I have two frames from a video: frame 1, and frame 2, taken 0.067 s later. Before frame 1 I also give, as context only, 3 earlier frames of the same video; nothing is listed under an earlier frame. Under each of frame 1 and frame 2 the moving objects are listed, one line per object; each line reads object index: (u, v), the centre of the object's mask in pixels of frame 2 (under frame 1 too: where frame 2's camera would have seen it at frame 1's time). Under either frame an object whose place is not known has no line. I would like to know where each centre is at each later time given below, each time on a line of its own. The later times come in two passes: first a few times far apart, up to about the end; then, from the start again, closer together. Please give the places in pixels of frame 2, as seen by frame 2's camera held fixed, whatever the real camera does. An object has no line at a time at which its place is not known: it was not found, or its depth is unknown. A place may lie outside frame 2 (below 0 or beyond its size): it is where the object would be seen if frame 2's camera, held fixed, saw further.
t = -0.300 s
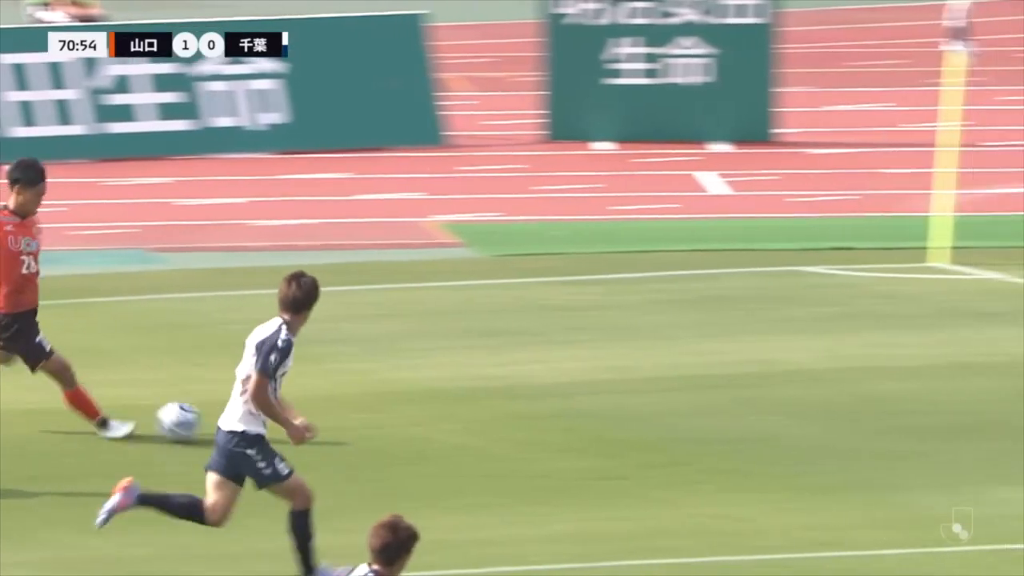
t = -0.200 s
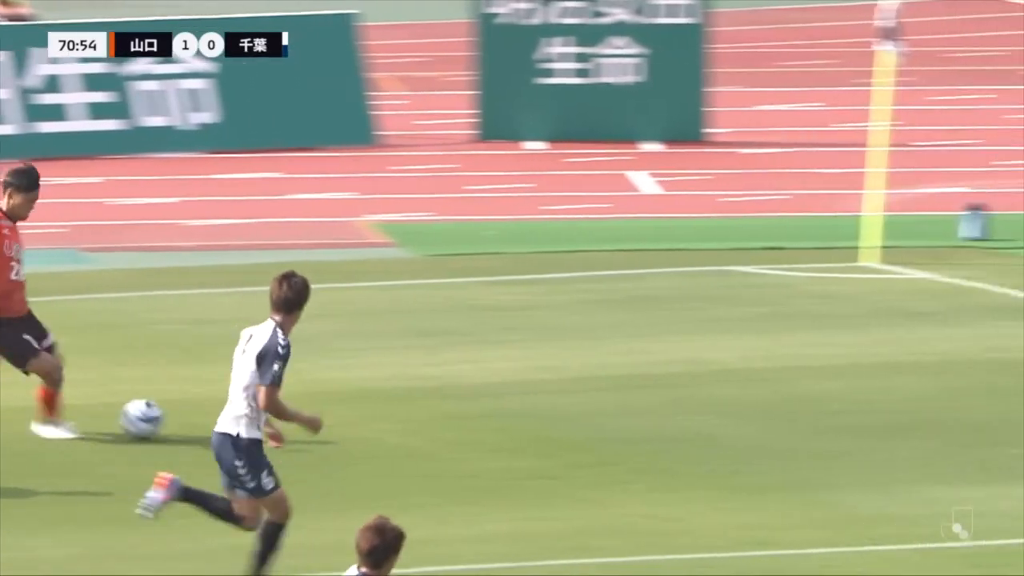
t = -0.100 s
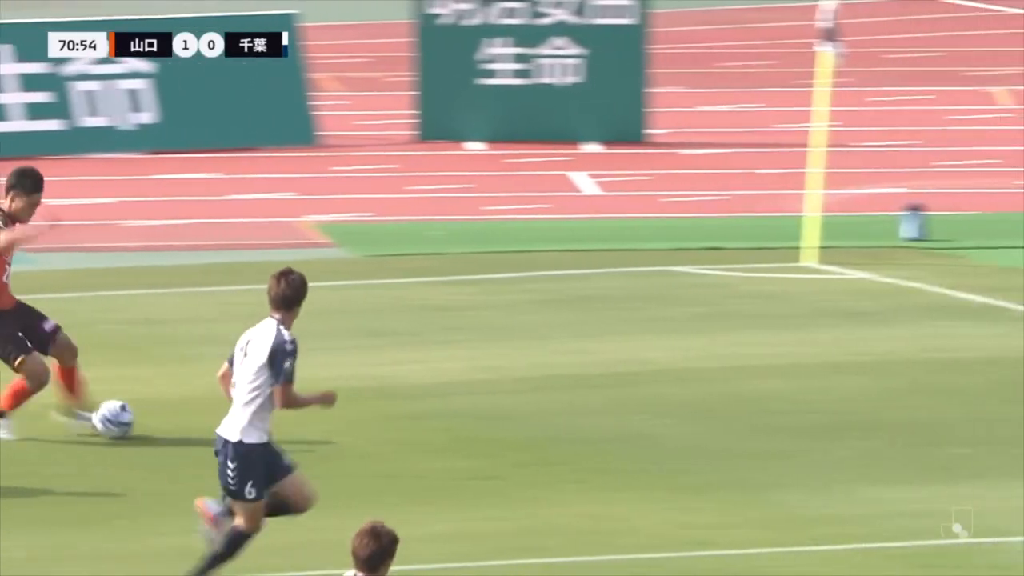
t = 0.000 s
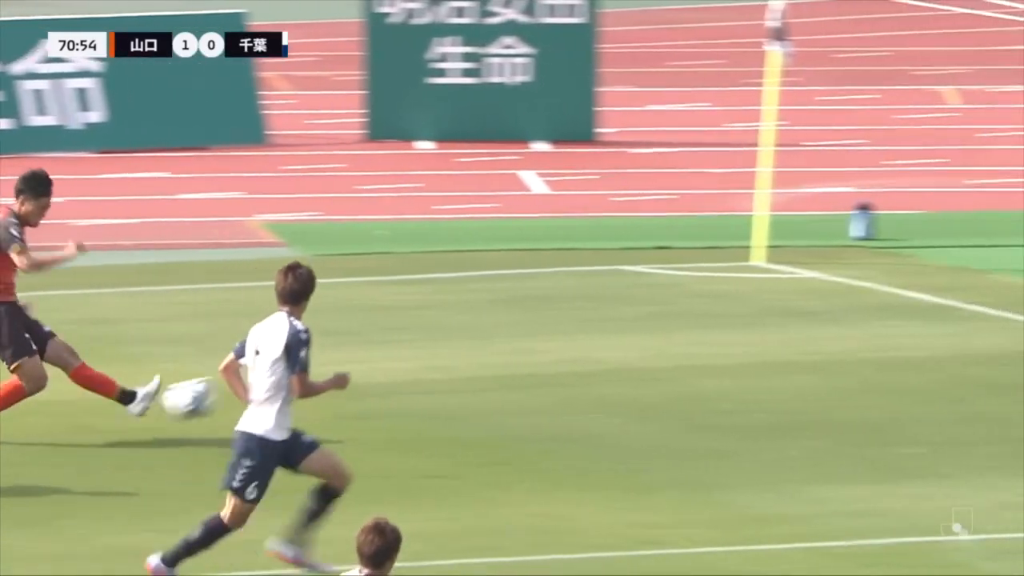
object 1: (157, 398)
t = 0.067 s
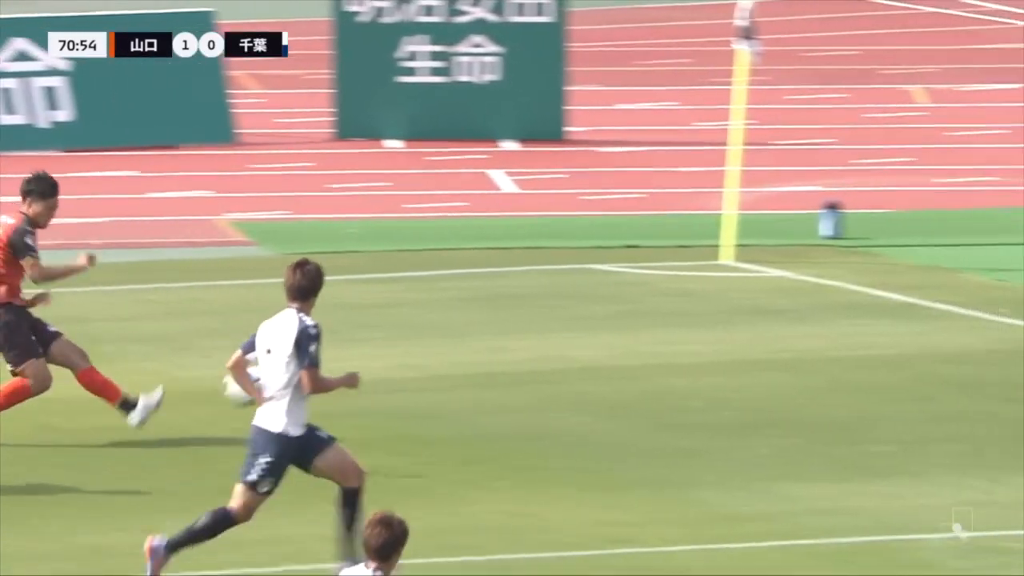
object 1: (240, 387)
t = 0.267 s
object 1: (517, 362)
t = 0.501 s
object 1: (811, 360)
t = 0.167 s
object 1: (397, 368)
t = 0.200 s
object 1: (431, 368)
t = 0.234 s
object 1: (471, 365)
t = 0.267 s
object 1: (517, 362)
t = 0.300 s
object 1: (559, 360)
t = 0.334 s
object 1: (603, 359)
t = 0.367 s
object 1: (645, 358)
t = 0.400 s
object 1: (688, 358)
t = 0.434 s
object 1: (727, 357)
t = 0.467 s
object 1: (771, 359)
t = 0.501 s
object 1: (811, 360)
